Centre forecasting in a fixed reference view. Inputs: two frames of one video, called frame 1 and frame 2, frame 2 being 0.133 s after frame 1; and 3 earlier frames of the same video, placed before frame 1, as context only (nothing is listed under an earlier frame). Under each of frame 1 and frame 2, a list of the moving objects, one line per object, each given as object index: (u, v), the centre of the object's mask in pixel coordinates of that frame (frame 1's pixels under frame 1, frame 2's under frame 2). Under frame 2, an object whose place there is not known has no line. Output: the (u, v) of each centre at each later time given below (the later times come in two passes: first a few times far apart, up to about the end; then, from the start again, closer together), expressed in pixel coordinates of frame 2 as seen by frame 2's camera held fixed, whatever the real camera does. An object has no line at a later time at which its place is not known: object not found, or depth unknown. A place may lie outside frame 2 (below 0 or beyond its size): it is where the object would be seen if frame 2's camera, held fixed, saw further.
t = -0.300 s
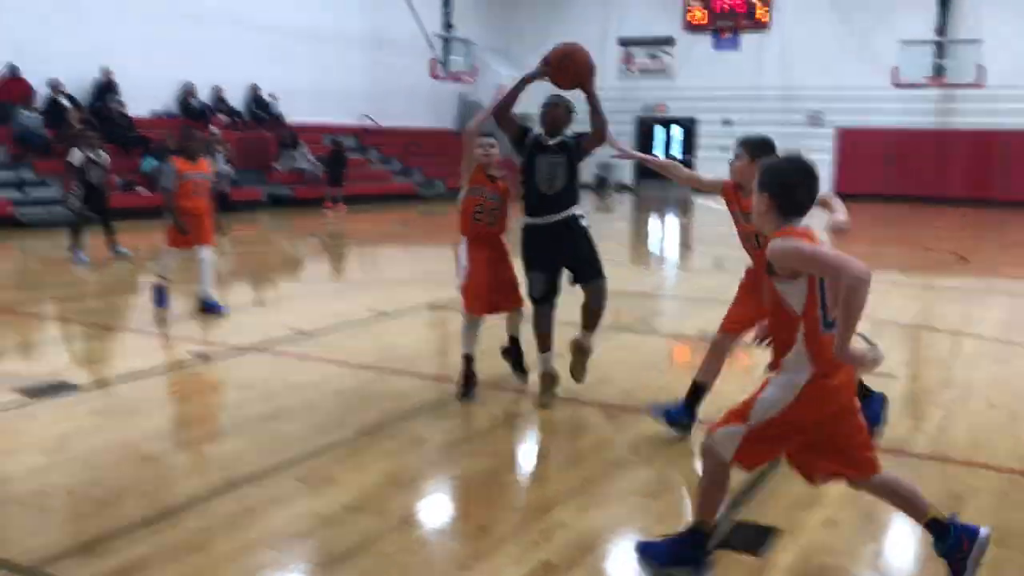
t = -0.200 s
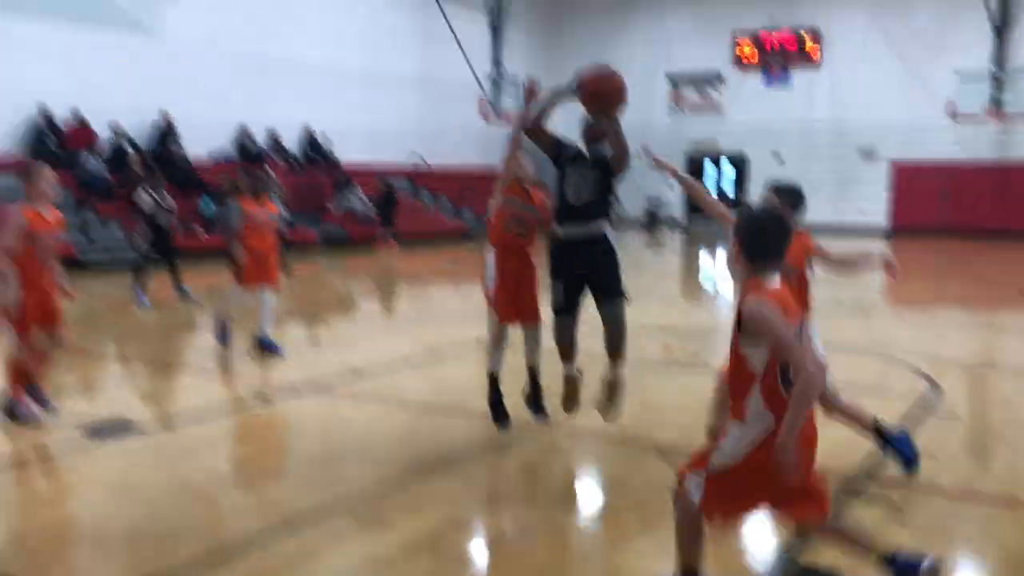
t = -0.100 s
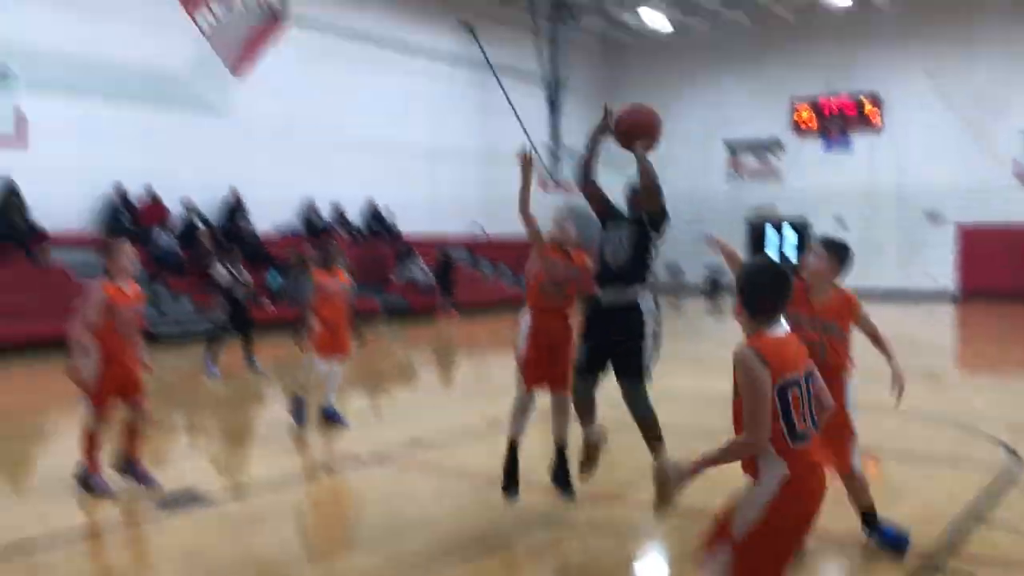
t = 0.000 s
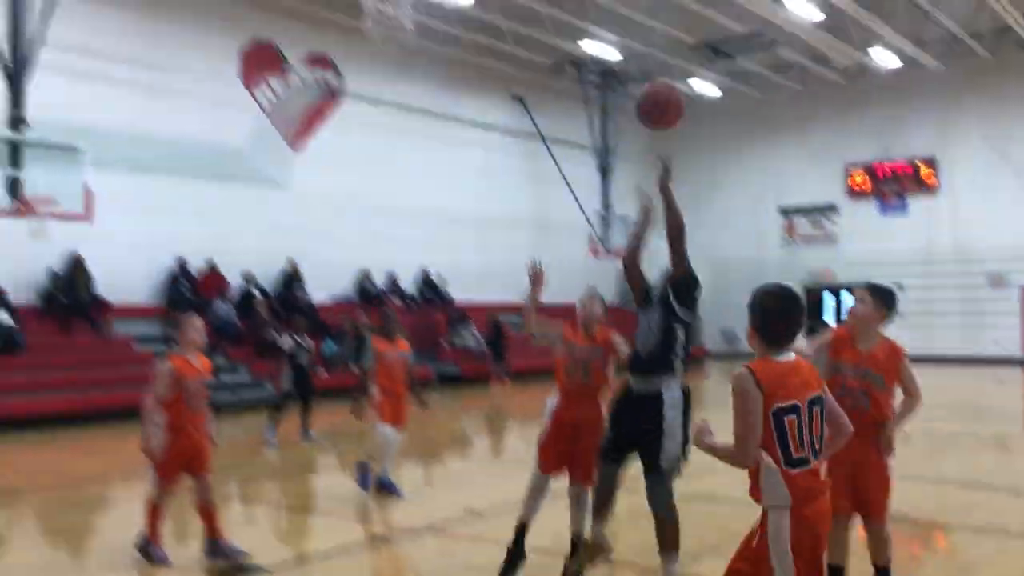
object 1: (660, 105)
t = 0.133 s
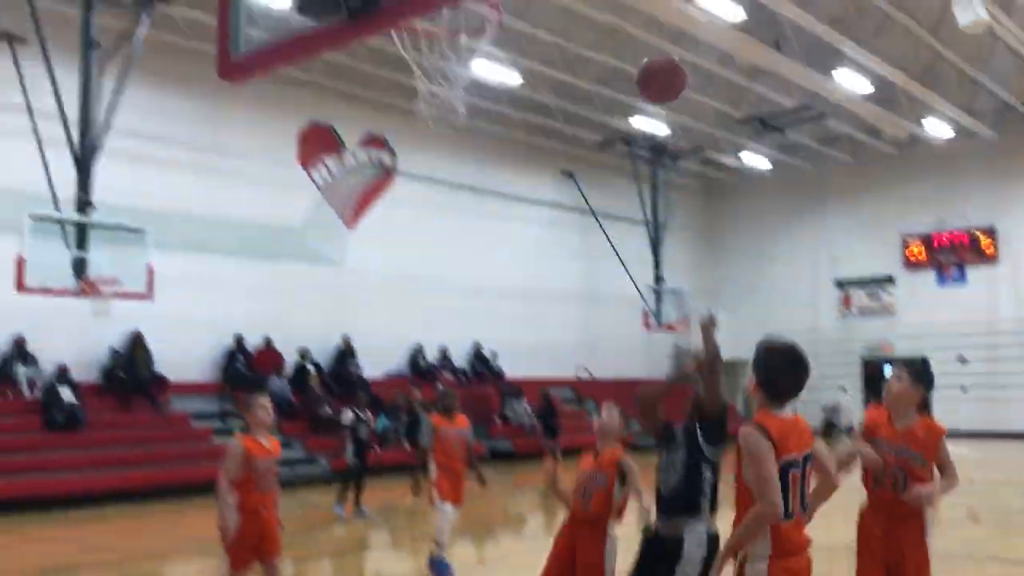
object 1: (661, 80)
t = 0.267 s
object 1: (607, 8)
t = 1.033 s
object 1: (400, 149)
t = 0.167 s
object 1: (647, 58)
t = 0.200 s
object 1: (634, 40)
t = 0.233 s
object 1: (620, 23)
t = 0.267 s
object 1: (607, 8)
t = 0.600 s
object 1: (473, 7)
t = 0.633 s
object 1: (457, 18)
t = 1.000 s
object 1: (401, 126)
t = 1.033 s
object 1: (400, 149)
